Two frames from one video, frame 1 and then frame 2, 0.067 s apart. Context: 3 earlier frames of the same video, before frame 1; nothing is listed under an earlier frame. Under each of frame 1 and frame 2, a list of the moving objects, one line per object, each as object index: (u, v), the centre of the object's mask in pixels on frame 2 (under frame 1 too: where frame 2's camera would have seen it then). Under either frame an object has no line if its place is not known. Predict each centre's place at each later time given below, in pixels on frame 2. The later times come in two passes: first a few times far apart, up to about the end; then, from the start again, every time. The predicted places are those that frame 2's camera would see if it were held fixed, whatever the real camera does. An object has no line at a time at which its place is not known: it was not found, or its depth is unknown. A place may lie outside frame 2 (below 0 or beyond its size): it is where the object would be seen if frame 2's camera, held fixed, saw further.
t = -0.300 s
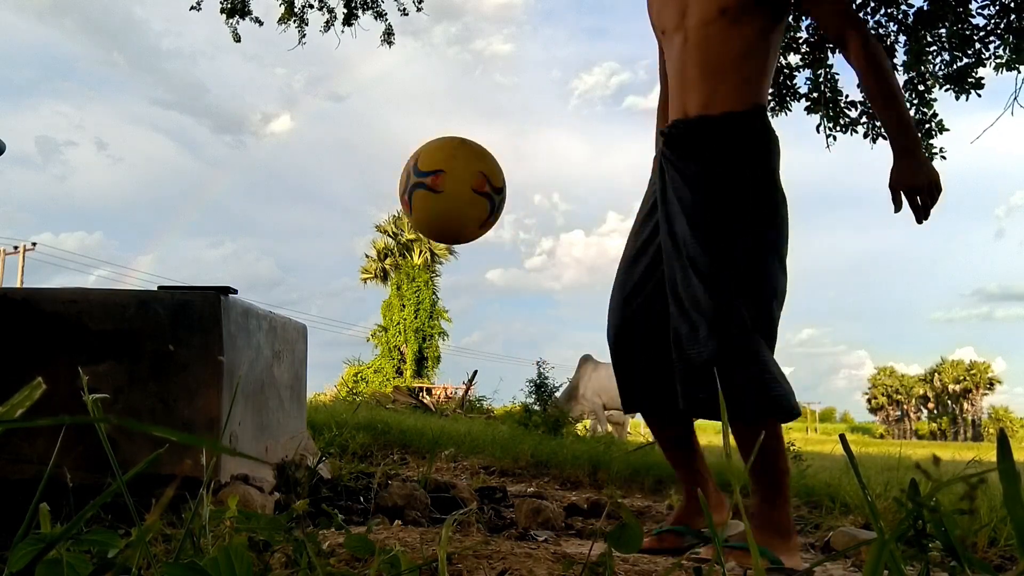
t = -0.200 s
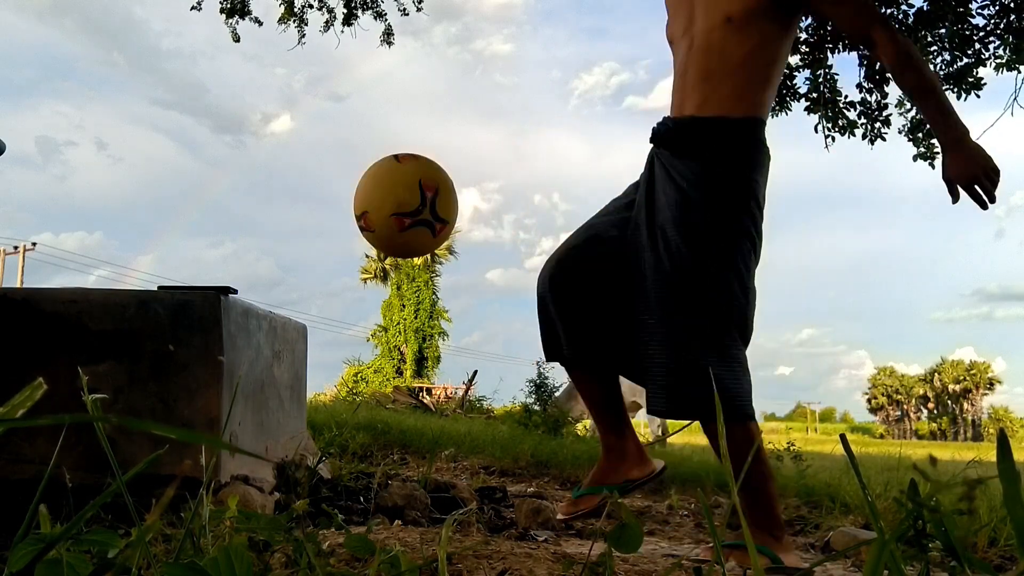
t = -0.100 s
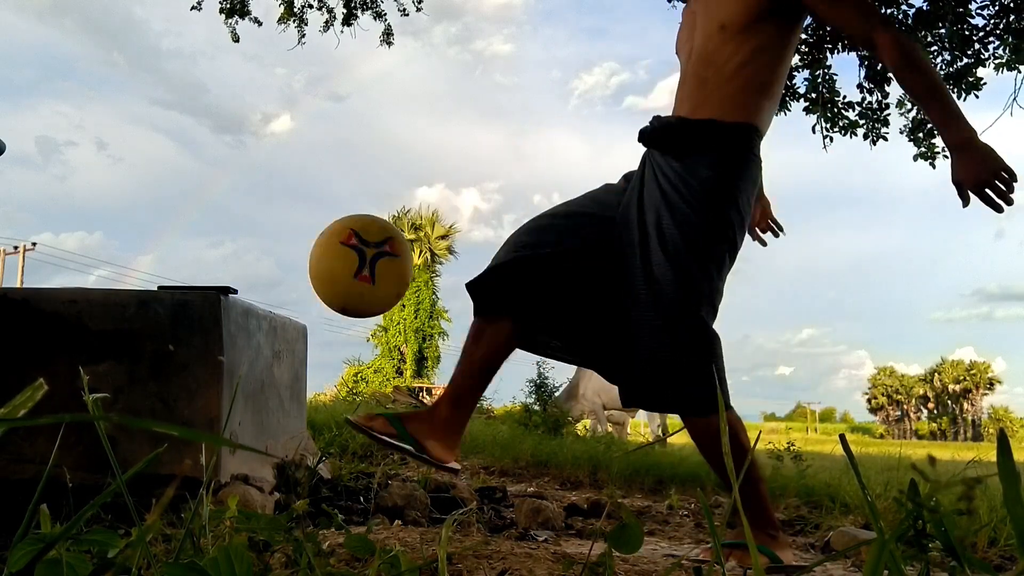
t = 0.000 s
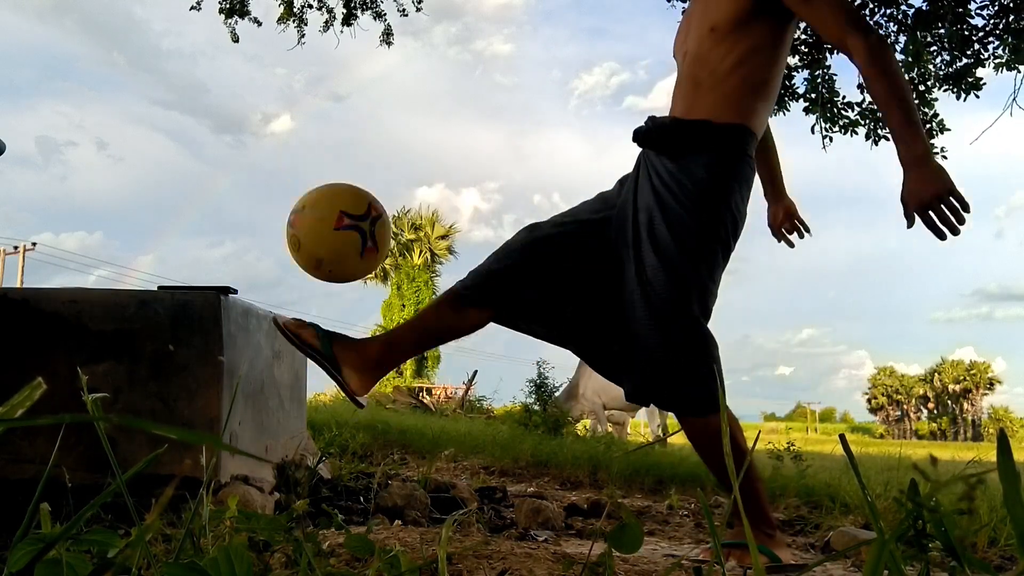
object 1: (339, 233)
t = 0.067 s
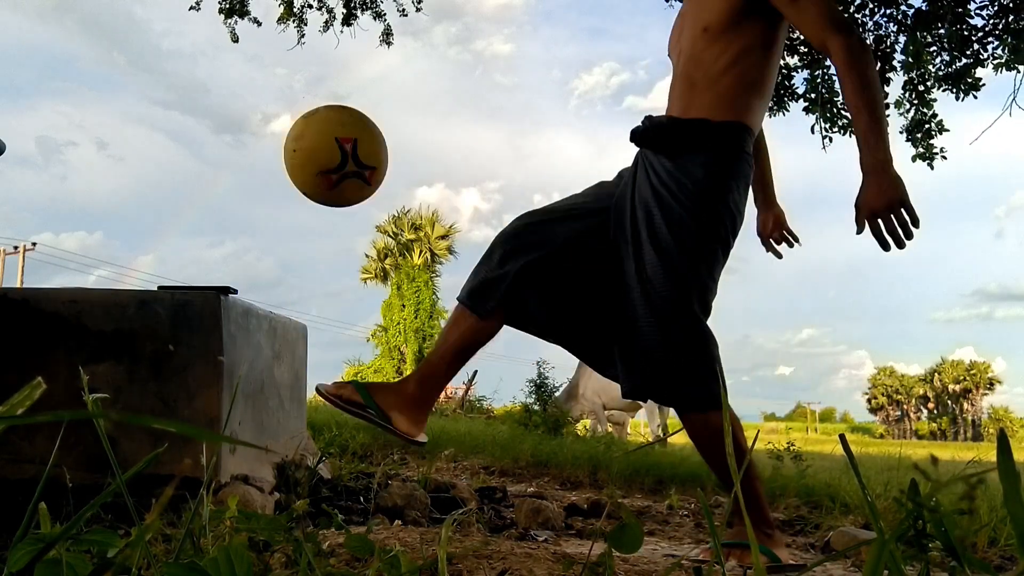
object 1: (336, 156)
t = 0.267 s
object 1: (326, 39)
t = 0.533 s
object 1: (298, 152)
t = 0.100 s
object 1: (334, 124)
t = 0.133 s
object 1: (332, 96)
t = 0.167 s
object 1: (330, 73)
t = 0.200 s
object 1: (329, 54)
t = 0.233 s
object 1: (327, 44)
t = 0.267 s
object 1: (326, 39)
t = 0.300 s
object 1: (324, 38)
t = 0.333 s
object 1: (322, 39)
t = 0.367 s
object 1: (319, 43)
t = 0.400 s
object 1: (315, 51)
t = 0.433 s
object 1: (311, 67)
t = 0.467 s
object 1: (307, 89)
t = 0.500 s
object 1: (302, 118)
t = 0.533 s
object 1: (298, 152)
